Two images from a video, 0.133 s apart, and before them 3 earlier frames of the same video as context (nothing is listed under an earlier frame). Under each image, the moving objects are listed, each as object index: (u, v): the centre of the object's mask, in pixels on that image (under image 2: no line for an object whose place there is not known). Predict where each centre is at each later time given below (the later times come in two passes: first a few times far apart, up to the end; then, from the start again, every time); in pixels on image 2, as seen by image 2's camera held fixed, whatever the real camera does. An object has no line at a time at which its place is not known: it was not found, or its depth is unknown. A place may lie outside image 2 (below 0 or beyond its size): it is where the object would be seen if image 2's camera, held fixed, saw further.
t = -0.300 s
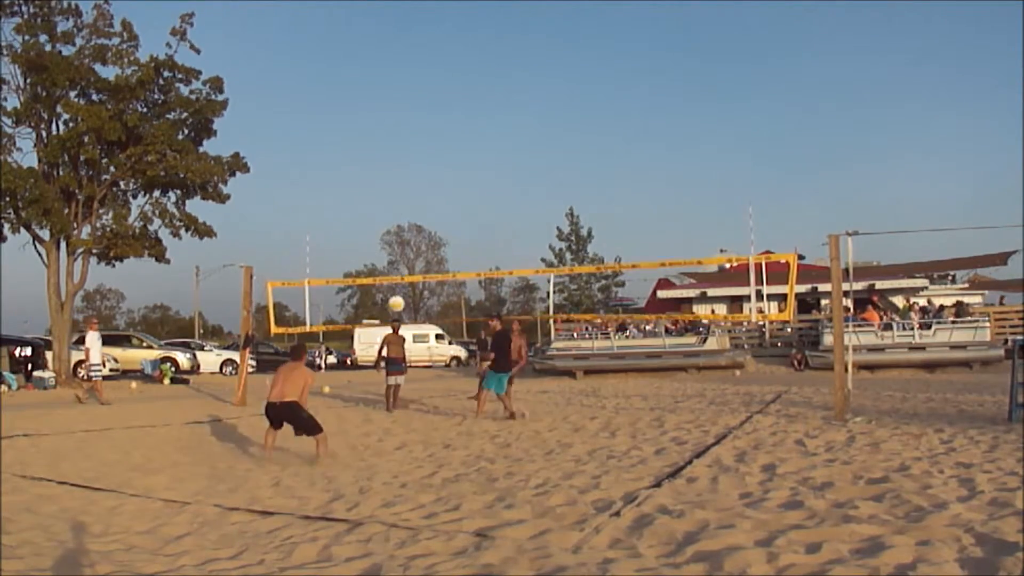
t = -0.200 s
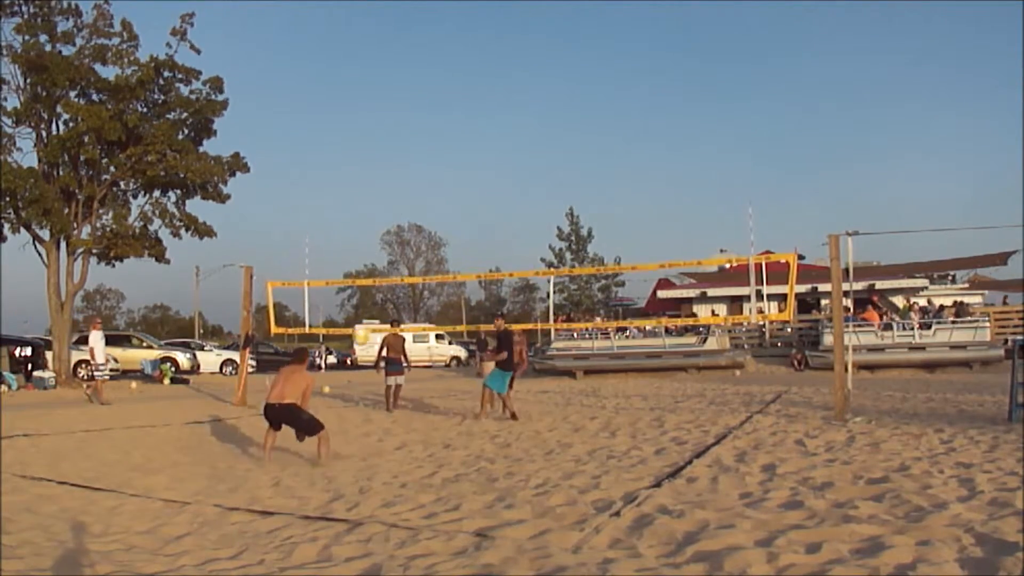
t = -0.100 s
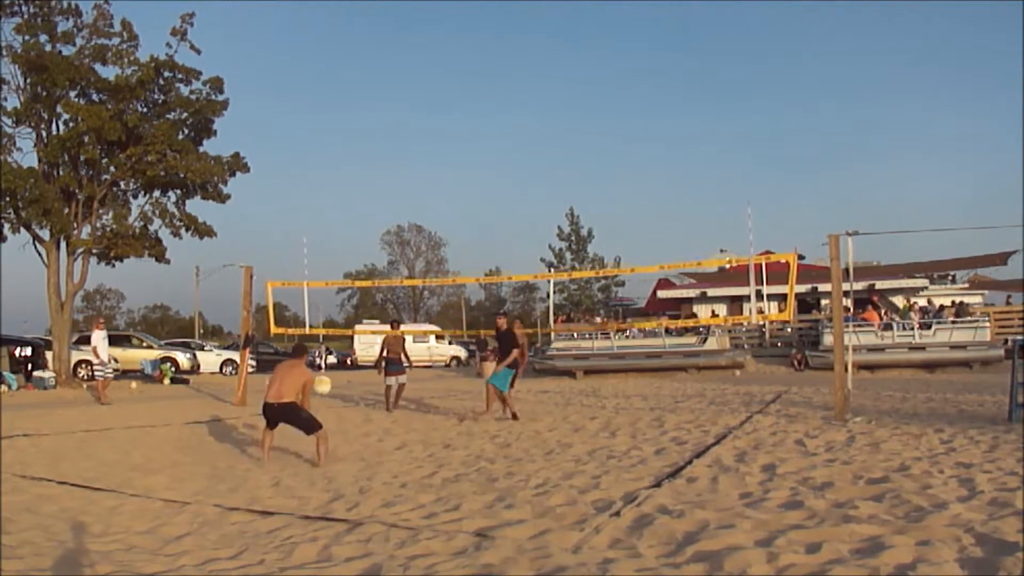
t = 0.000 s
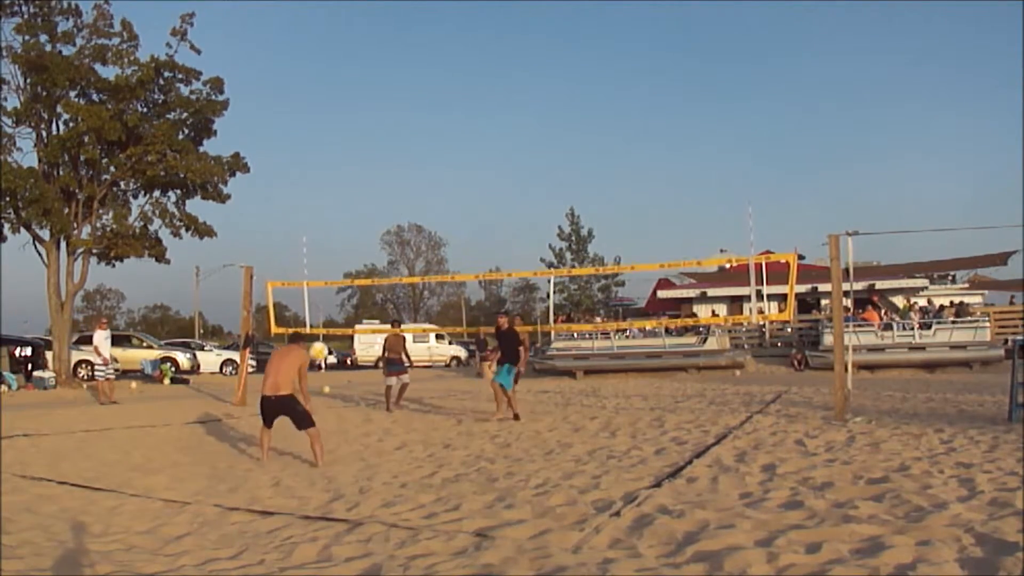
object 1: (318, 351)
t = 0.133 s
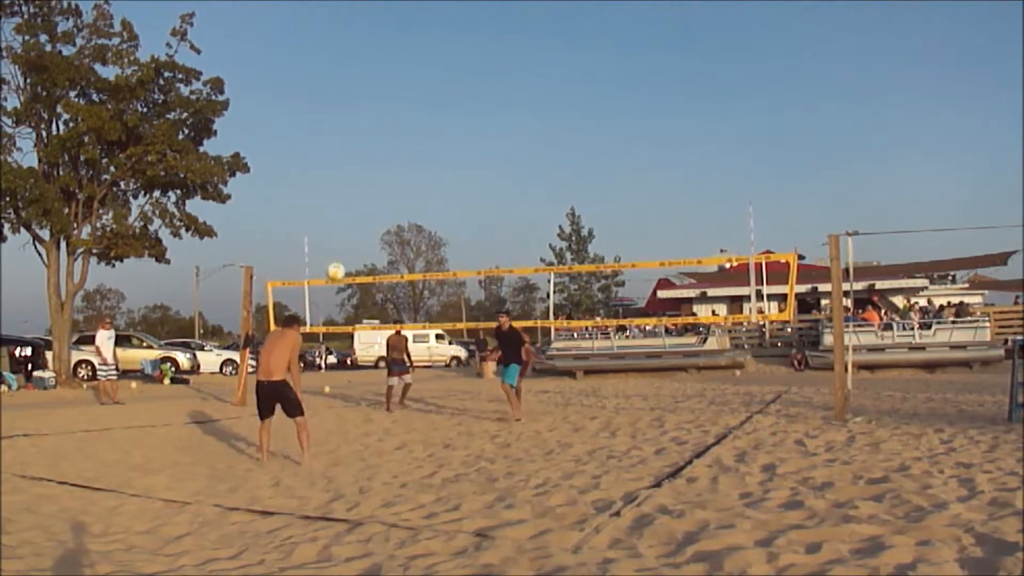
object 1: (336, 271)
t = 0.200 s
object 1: (344, 240)
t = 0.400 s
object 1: (367, 174)
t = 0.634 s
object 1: (391, 146)
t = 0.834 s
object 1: (409, 154)
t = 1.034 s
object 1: (425, 190)
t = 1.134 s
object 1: (432, 217)
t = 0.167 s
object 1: (340, 255)
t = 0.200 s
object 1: (344, 240)
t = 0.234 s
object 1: (348, 226)
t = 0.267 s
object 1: (352, 214)
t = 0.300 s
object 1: (356, 202)
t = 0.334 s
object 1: (360, 192)
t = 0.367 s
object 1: (364, 182)
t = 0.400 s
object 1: (367, 174)
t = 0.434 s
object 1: (371, 168)
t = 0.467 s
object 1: (375, 162)
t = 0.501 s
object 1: (378, 156)
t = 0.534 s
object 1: (381, 152)
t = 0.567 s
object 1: (384, 149)
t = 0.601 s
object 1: (387, 147)
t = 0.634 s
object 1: (391, 146)
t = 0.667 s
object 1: (394, 145)
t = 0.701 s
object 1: (397, 146)
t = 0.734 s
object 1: (400, 146)
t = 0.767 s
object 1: (403, 148)
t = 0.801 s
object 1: (406, 151)
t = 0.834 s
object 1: (409, 154)
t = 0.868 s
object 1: (411, 158)
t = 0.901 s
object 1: (414, 163)
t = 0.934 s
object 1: (417, 169)
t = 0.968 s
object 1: (419, 175)
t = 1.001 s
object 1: (422, 182)
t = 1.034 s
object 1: (425, 190)
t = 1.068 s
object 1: (427, 198)
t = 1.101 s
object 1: (430, 207)
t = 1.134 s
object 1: (432, 217)
